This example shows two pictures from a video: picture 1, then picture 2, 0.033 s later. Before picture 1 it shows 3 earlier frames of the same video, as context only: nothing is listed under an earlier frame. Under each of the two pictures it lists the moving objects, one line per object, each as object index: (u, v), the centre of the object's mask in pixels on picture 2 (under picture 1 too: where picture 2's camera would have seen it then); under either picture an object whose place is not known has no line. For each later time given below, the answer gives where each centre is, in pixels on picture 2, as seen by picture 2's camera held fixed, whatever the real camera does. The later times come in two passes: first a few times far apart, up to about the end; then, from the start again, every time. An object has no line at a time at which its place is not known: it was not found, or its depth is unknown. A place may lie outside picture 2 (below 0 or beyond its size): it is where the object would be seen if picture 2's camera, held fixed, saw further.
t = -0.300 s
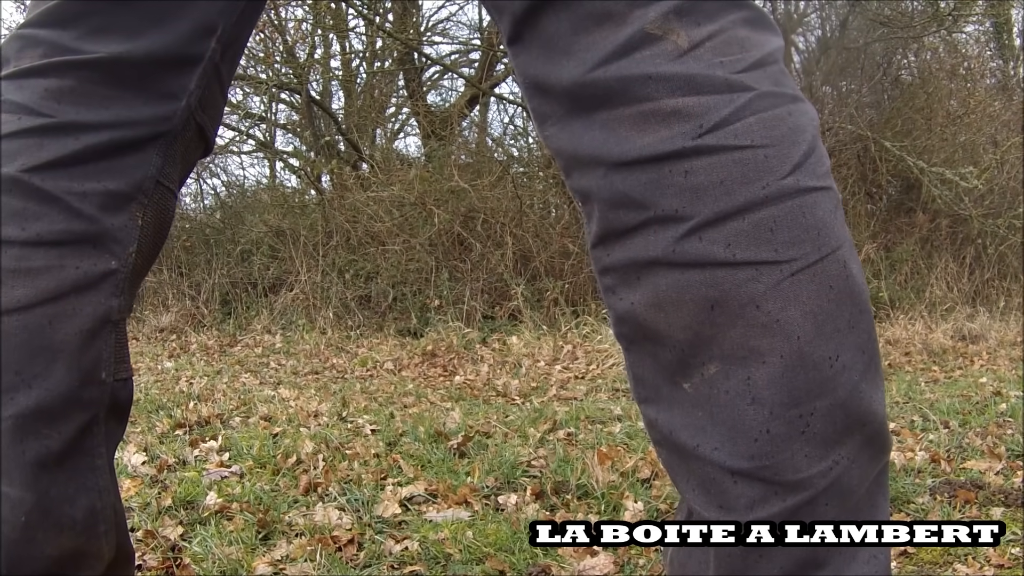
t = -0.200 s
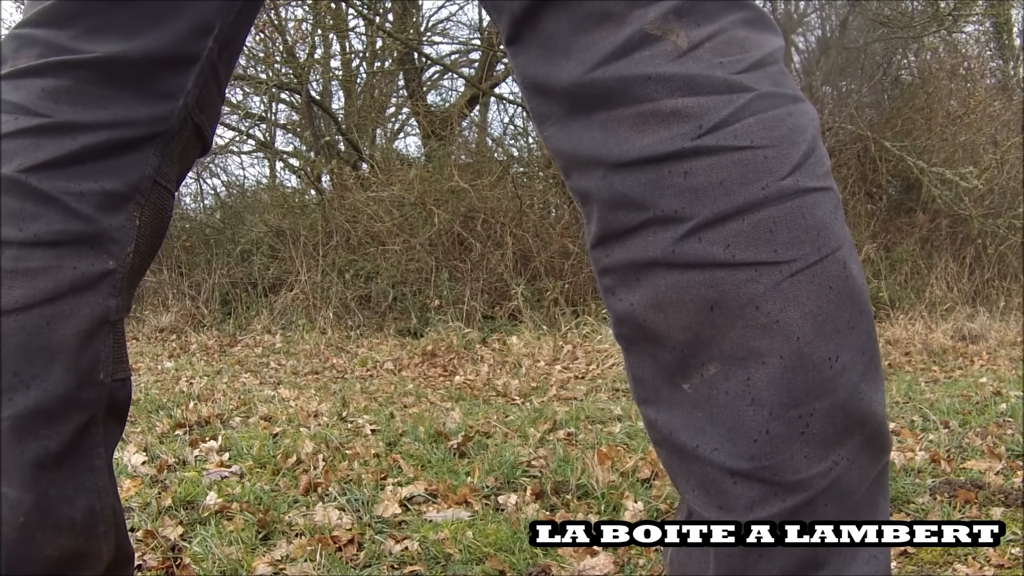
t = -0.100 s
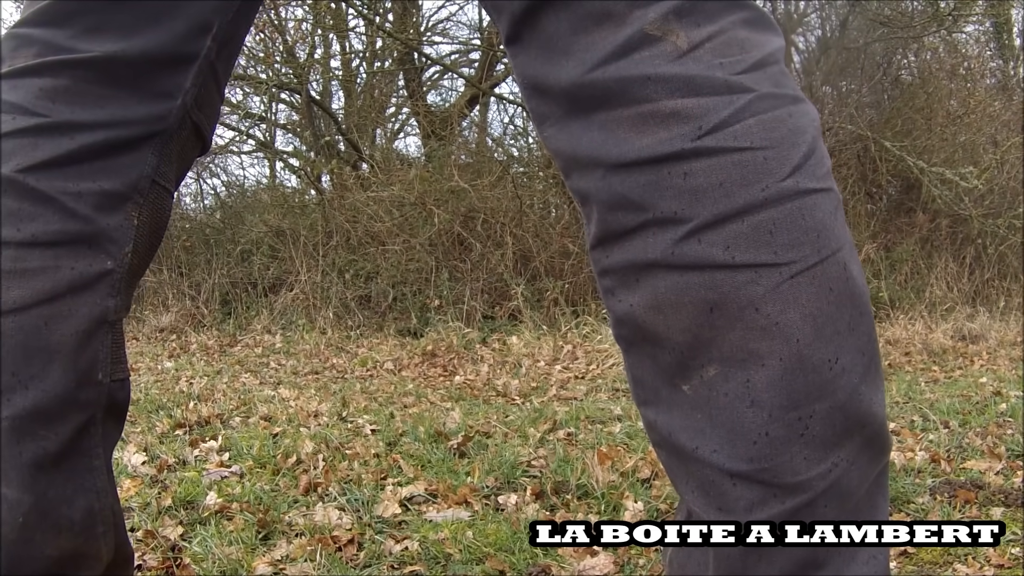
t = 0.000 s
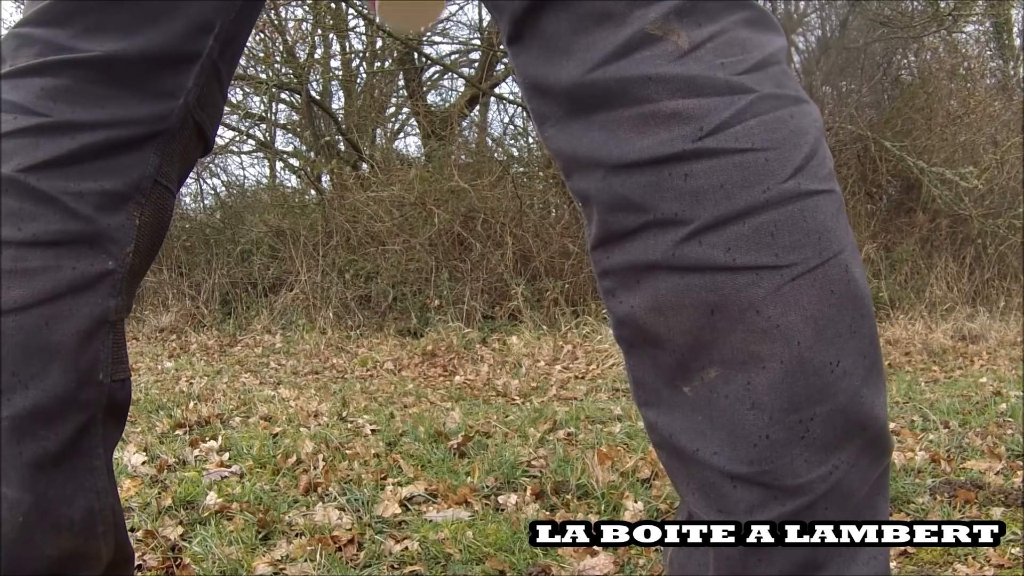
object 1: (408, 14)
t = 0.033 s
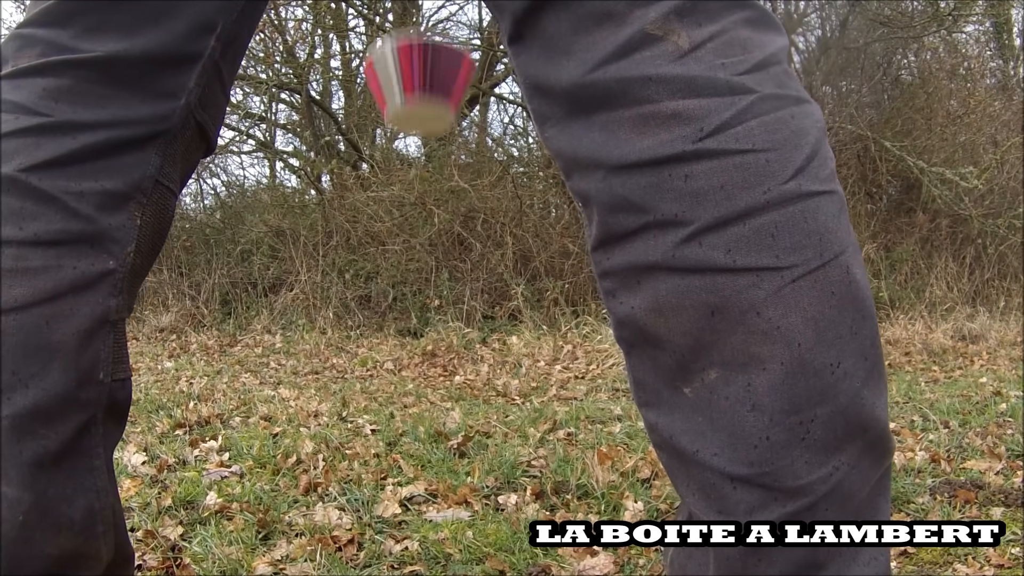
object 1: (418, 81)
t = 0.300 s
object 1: (382, 457)
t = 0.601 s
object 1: (338, 436)
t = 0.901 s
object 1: (340, 437)
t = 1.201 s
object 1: (340, 438)
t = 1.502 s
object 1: (339, 438)
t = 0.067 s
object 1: (422, 153)
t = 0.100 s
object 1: (428, 238)
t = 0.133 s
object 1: (436, 329)
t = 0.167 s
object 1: (440, 497)
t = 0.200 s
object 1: (424, 479)
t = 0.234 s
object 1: (407, 462)
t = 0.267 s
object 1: (395, 457)
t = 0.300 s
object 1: (382, 457)
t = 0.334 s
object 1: (371, 459)
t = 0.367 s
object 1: (361, 458)
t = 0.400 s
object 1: (361, 451)
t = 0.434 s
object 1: (362, 443)
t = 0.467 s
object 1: (361, 442)
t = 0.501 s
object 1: (358, 440)
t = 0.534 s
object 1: (353, 439)
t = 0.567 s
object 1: (341, 435)
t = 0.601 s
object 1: (338, 436)
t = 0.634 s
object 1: (337, 438)
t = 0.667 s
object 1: (335, 433)
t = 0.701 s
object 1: (333, 426)
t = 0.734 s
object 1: (334, 426)
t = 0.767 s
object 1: (334, 428)
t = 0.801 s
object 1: (335, 431)
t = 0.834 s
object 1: (338, 438)
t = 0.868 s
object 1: (339, 437)
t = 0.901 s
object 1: (340, 437)
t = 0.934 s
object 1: (340, 436)
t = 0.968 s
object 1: (340, 436)
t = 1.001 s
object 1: (340, 437)
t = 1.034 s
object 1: (340, 437)
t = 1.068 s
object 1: (340, 438)
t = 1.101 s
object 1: (339, 438)
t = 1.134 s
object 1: (339, 438)
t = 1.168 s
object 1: (340, 438)
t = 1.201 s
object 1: (340, 438)
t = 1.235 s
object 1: (339, 438)
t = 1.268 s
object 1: (339, 438)
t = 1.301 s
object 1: (340, 438)
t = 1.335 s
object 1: (339, 438)
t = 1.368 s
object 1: (340, 438)
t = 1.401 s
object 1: (339, 438)
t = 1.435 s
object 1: (339, 438)
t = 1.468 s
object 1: (339, 438)
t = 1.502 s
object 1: (339, 438)
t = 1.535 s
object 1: (339, 438)
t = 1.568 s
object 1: (339, 438)
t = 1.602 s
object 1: (339, 438)
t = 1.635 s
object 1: (339, 438)
